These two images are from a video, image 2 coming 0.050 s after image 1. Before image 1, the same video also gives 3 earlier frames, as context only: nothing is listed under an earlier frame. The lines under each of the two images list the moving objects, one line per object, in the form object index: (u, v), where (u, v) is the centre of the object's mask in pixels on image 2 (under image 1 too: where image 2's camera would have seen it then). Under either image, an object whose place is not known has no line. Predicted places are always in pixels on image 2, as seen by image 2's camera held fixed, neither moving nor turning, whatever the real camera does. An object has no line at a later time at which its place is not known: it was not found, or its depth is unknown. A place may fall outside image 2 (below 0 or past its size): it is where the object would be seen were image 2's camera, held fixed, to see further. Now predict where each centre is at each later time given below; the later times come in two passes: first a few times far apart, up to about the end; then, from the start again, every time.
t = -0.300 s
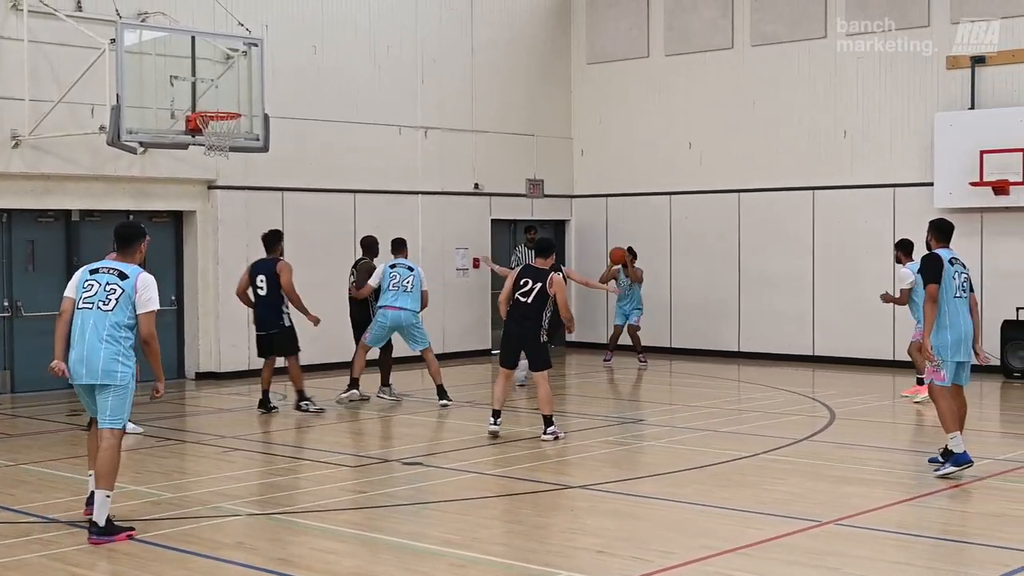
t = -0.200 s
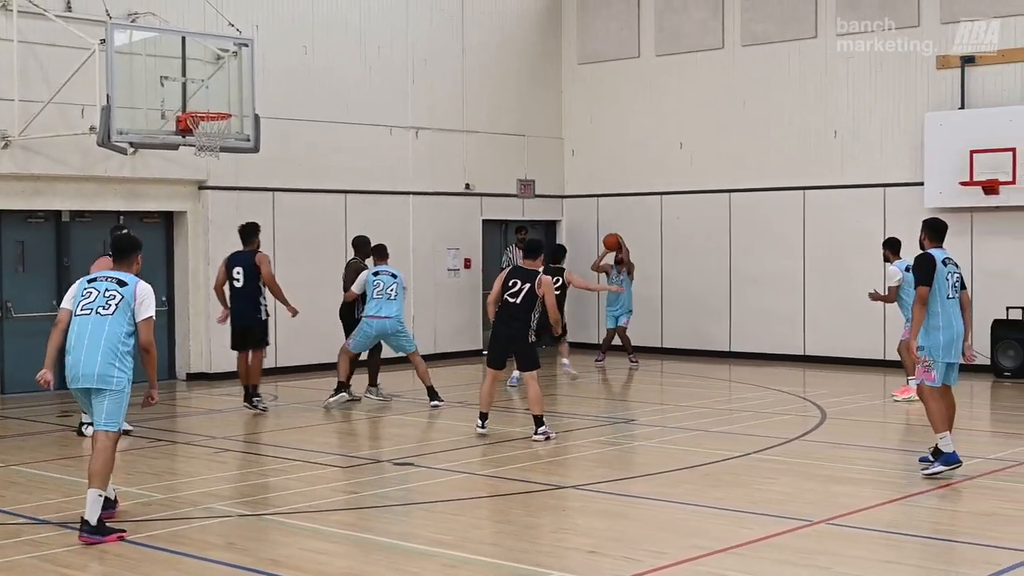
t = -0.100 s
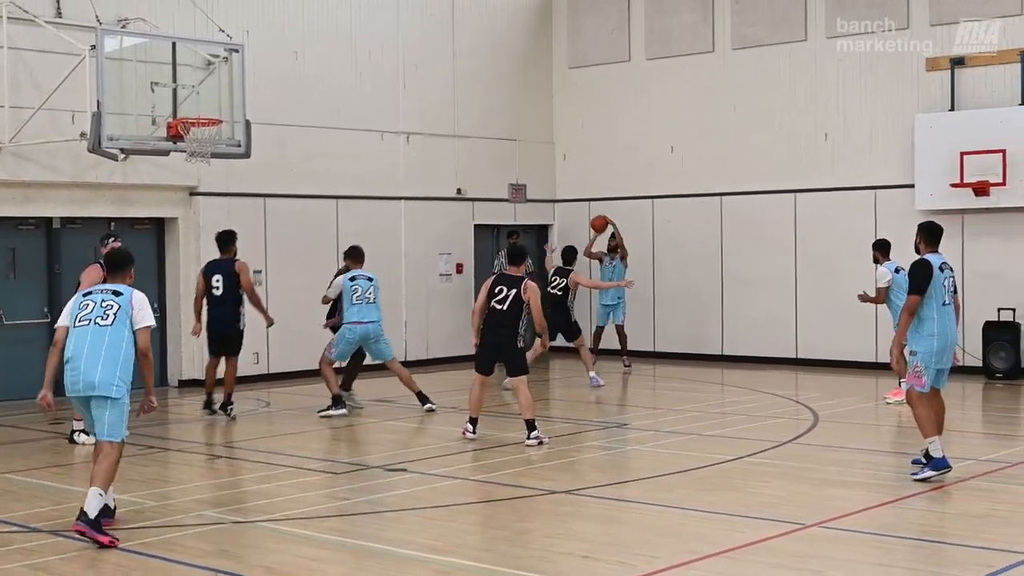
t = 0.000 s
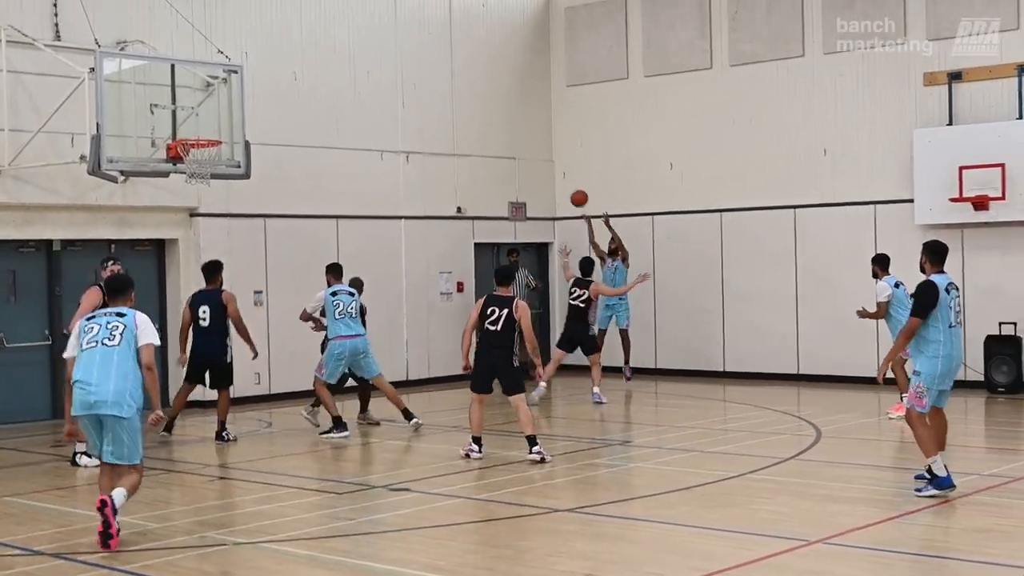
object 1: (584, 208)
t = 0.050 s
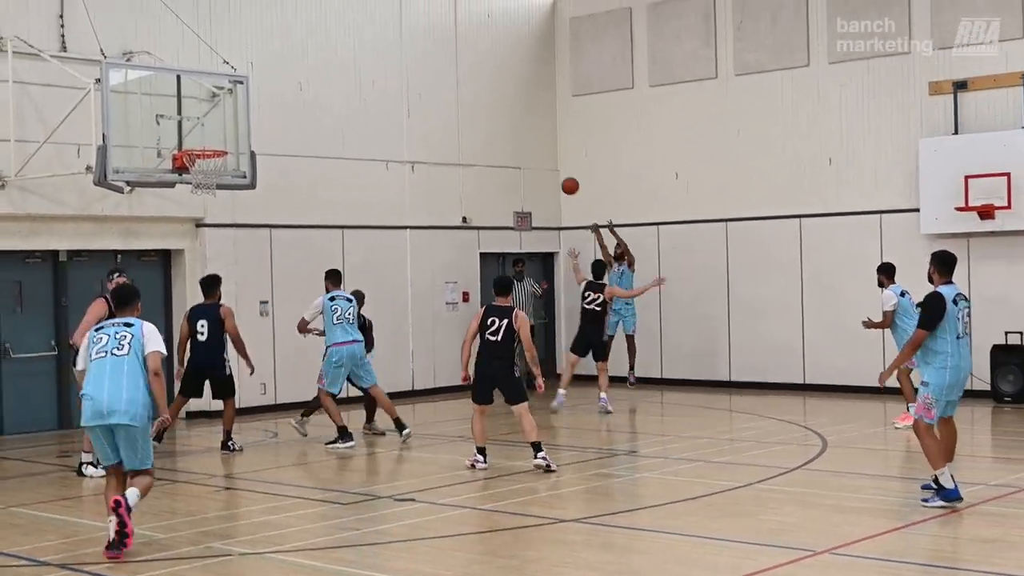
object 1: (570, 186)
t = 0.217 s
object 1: (519, 122)
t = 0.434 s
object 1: (451, 66)
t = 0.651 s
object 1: (381, 43)
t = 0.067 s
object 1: (565, 179)
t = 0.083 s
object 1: (560, 172)
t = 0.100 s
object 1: (555, 165)
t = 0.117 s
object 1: (550, 158)
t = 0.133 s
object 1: (545, 152)
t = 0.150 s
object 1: (540, 146)
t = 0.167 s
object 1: (535, 140)
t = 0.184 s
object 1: (529, 134)
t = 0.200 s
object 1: (525, 128)
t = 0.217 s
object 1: (519, 122)
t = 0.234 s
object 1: (514, 117)
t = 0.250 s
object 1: (509, 111)
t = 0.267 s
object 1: (504, 107)
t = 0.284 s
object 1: (499, 102)
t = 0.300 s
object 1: (494, 97)
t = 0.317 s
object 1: (488, 92)
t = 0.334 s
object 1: (483, 88)
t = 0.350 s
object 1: (478, 84)
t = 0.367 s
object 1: (473, 80)
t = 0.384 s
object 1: (467, 76)
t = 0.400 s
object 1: (462, 73)
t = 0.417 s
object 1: (457, 69)
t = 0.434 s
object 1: (451, 66)
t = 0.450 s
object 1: (446, 63)
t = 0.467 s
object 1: (441, 60)
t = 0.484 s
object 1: (435, 58)
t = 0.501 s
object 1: (430, 55)
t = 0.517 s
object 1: (424, 53)
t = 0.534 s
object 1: (419, 51)
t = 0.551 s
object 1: (413, 50)
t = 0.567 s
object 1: (407, 48)
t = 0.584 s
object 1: (402, 46)
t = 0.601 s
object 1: (397, 45)
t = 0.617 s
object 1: (391, 44)
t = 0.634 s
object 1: (386, 44)
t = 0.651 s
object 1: (381, 43)
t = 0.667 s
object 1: (375, 43)
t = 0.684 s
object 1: (369, 43)
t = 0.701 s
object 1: (363, 43)
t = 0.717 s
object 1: (357, 44)
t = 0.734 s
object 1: (351, 45)
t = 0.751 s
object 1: (346, 45)
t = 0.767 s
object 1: (341, 47)
